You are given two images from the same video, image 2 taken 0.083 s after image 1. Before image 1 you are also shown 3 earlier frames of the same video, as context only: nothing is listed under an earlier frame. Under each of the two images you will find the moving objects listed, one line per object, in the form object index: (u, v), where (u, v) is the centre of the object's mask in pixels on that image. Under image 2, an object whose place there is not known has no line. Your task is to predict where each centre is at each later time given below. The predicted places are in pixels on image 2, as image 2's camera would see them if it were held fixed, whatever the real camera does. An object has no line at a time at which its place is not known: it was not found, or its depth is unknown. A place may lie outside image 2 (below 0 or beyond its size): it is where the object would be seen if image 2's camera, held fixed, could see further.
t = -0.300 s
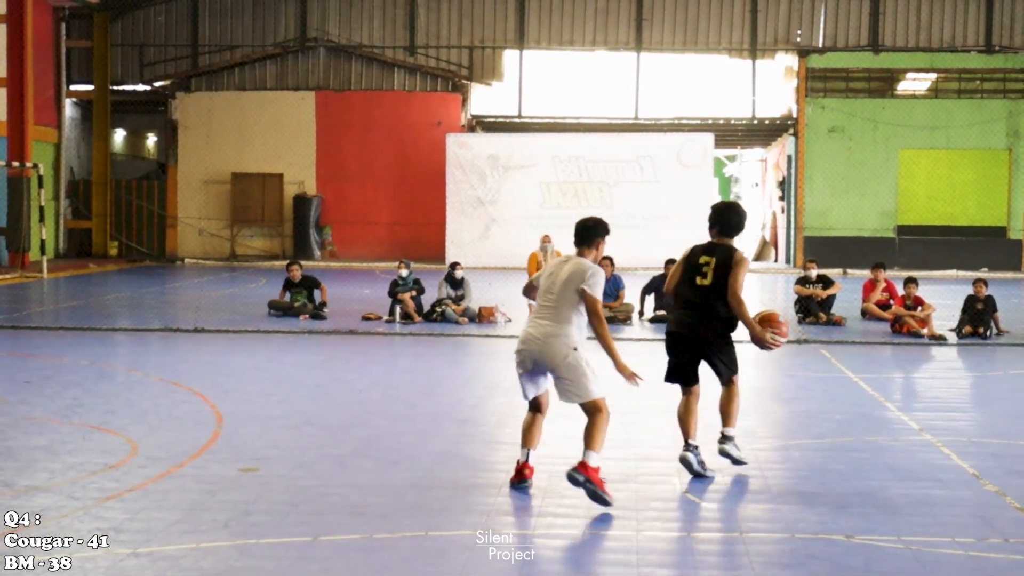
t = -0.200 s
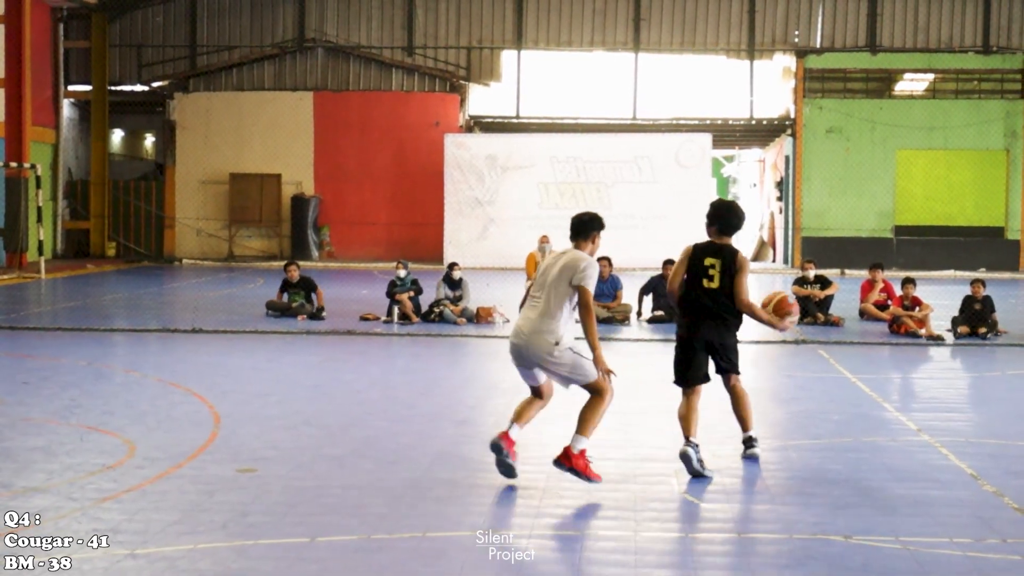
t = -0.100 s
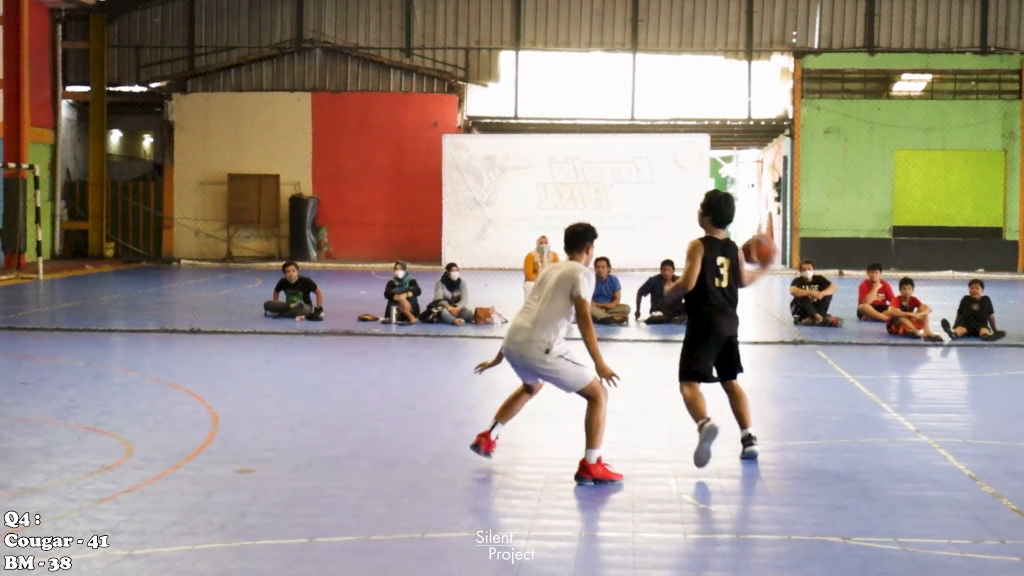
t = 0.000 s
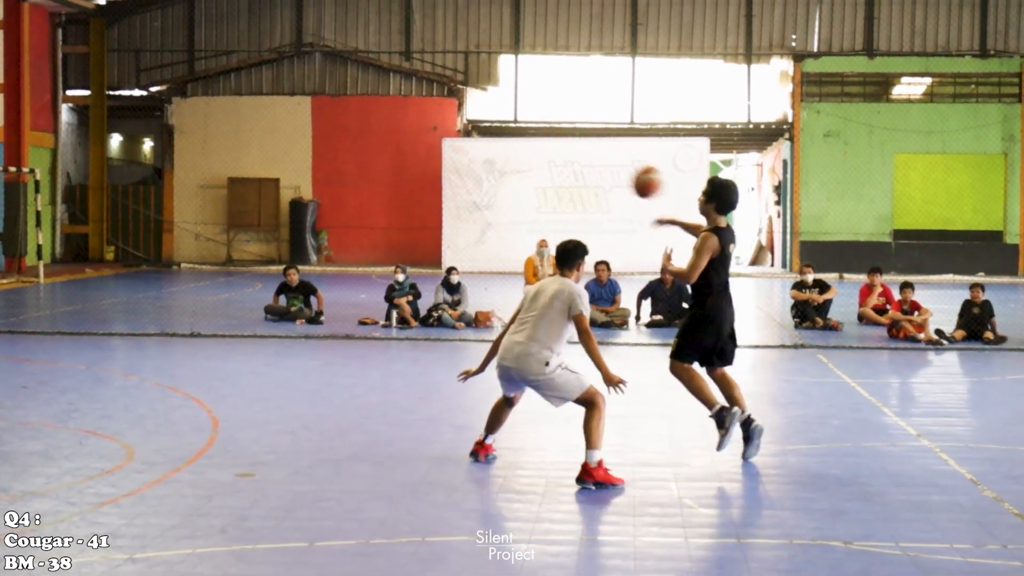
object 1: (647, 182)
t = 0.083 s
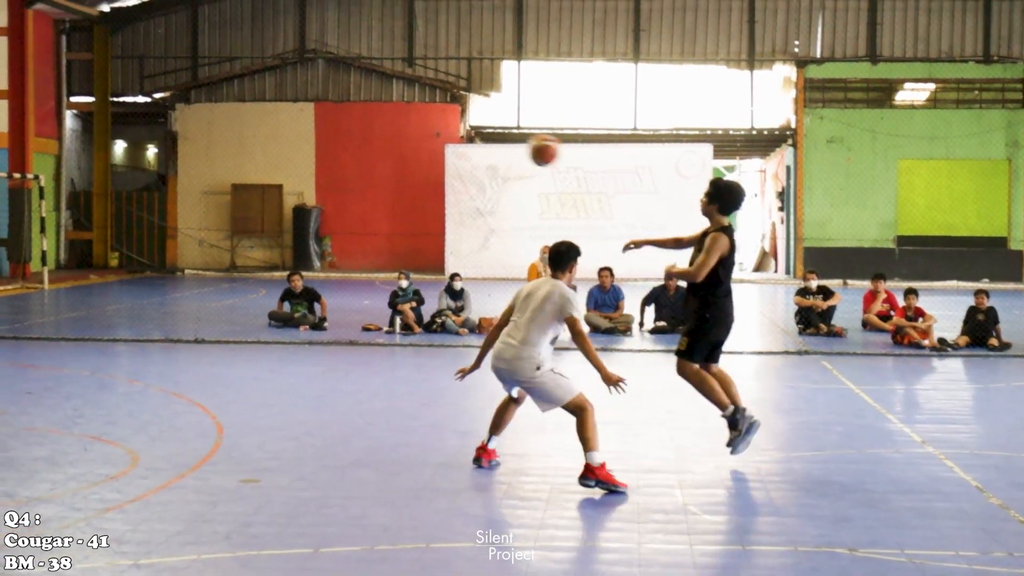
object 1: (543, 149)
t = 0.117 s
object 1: (504, 139)
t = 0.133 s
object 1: (485, 134)
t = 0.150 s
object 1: (467, 129)
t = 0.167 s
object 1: (451, 123)
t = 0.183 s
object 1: (434, 119)
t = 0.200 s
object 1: (418, 116)
